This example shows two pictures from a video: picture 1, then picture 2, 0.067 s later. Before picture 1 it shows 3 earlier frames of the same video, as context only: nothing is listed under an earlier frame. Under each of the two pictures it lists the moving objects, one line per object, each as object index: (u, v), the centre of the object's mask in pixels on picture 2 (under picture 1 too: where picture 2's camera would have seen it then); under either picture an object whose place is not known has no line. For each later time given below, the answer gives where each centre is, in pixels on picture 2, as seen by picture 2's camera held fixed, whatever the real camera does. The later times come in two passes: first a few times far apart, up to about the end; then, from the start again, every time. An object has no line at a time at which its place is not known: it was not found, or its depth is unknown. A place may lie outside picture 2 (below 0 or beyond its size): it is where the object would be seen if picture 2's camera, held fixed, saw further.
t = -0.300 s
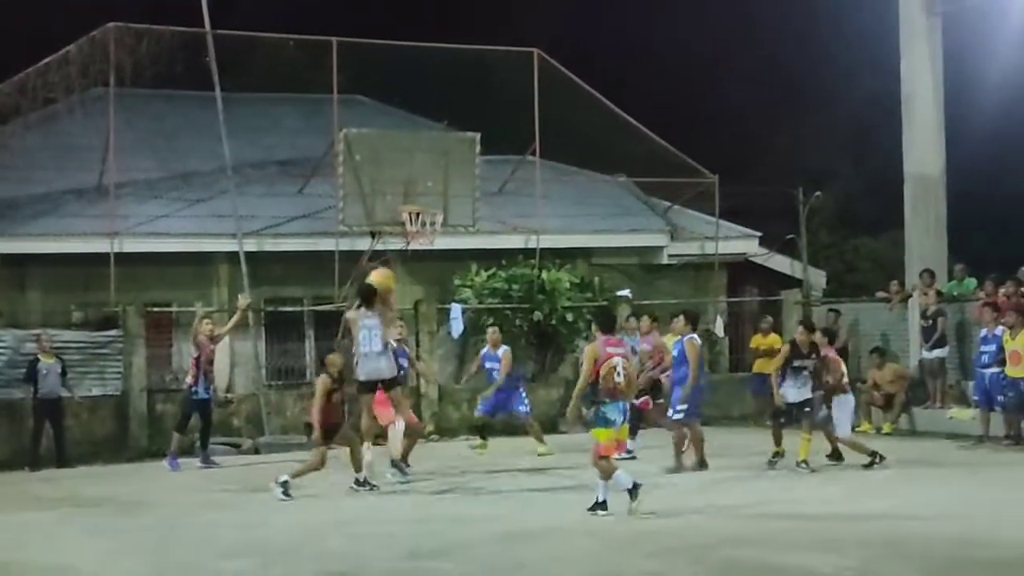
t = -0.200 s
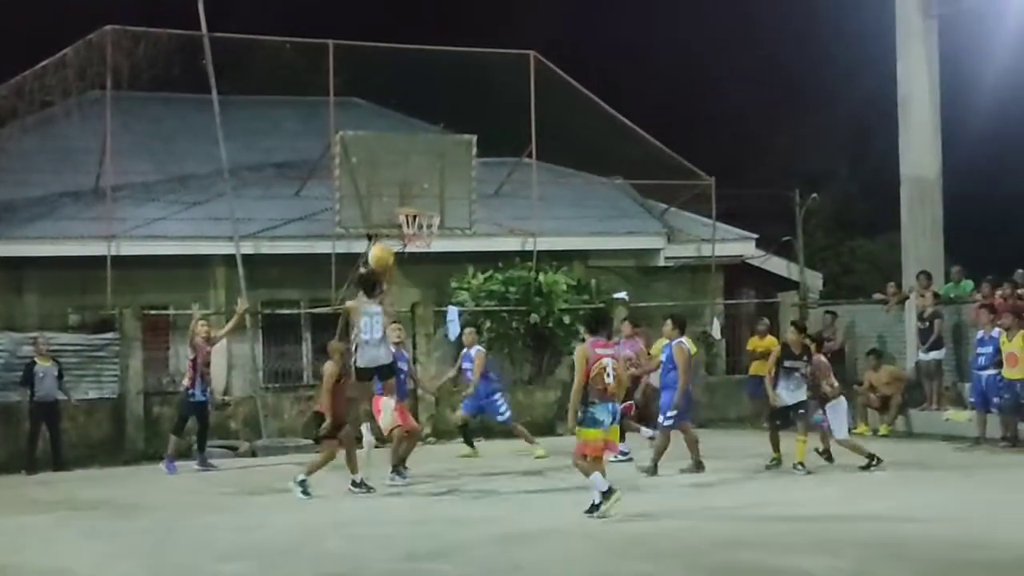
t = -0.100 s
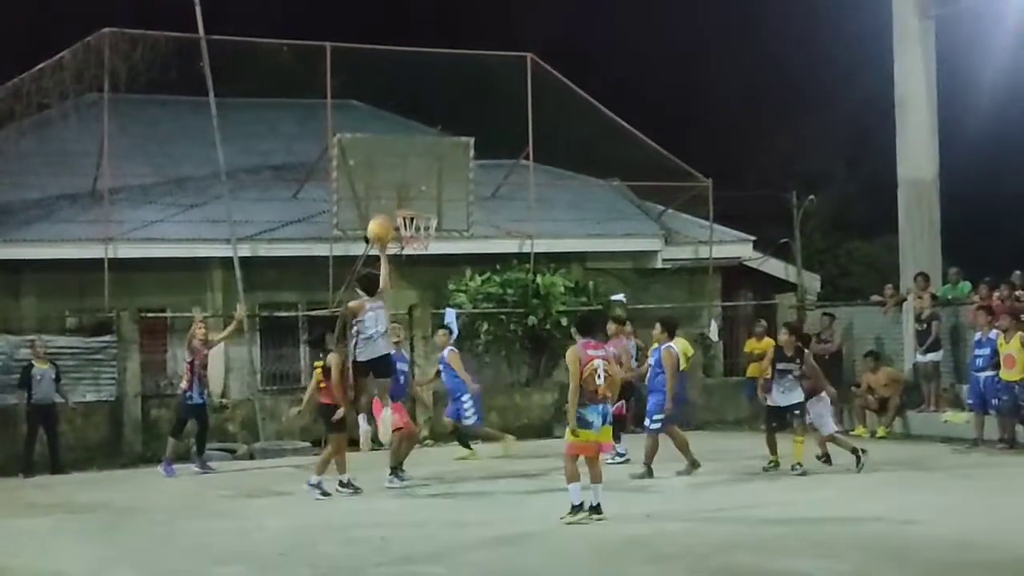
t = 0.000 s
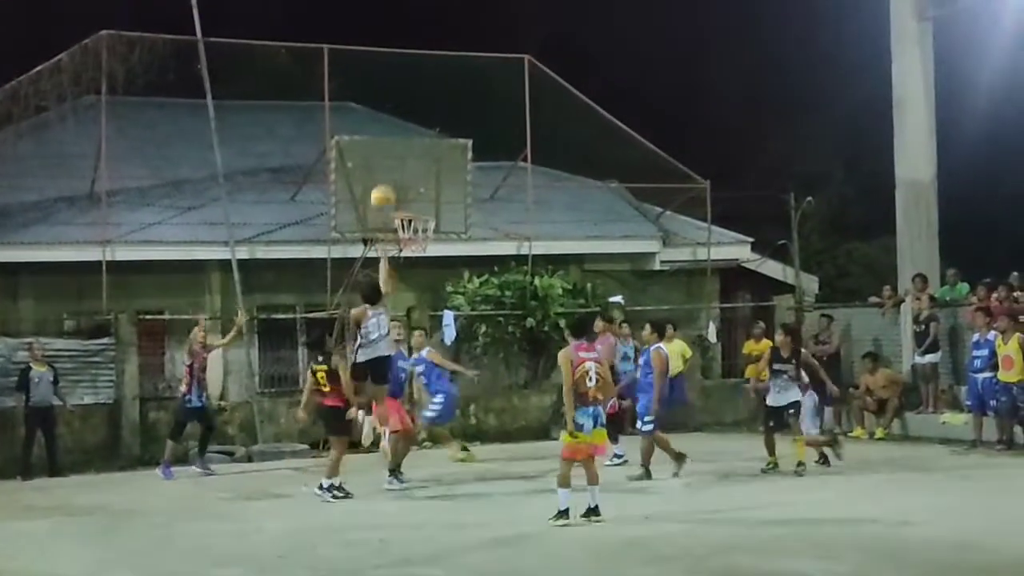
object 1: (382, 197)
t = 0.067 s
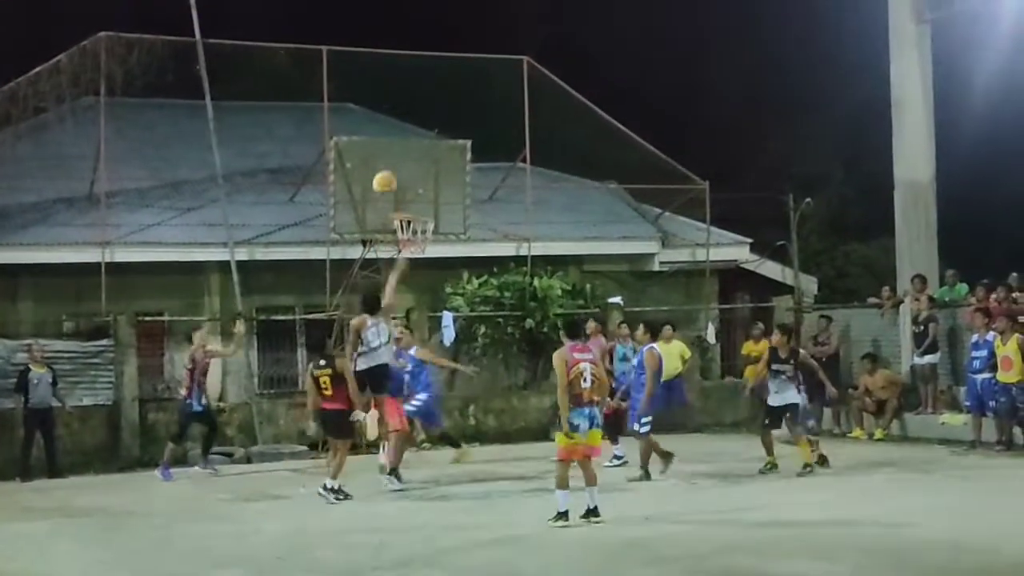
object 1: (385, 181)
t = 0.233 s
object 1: (394, 162)
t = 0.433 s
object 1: (402, 177)
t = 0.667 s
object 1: (412, 198)
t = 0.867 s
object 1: (420, 186)
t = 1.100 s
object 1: (431, 209)
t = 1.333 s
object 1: (428, 202)
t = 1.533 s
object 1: (423, 204)
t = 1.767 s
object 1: (415, 218)
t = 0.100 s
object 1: (386, 176)
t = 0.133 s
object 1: (387, 171)
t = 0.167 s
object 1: (391, 164)
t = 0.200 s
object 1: (392, 163)
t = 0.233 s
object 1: (394, 162)
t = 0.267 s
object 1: (395, 162)
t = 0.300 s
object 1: (397, 164)
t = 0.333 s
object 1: (399, 165)
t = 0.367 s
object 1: (400, 167)
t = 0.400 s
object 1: (401, 172)
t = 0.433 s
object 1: (402, 177)
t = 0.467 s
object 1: (404, 183)
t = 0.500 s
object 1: (405, 189)
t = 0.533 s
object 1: (406, 197)
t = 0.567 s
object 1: (408, 204)
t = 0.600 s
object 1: (408, 208)
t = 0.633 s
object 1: (409, 203)
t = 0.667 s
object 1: (412, 198)
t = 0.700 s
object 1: (413, 193)
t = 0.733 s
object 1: (415, 191)
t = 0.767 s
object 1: (416, 188)
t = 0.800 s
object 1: (417, 186)
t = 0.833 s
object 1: (419, 186)
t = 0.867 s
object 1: (420, 186)
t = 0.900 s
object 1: (422, 187)
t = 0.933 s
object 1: (423, 187)
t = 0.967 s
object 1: (425, 190)
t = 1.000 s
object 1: (427, 194)
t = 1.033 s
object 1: (428, 198)
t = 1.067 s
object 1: (430, 202)
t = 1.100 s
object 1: (431, 209)
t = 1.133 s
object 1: (430, 208)
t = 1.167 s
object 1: (430, 203)
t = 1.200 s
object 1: (430, 202)
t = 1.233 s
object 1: (429, 200)
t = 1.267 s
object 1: (429, 200)
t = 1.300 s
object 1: (429, 201)
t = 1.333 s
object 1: (428, 202)
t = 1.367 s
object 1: (427, 203)
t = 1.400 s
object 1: (426, 204)
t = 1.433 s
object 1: (426, 207)
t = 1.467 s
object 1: (425, 206)
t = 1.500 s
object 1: (424, 204)
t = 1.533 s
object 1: (423, 204)
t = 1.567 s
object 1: (422, 204)
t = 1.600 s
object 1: (420, 204)
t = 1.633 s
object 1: (419, 205)
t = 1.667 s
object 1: (417, 208)
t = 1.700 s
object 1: (416, 210)
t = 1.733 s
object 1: (415, 214)
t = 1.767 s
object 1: (415, 218)
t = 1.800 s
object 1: (417, 222)
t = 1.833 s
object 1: (407, 236)
